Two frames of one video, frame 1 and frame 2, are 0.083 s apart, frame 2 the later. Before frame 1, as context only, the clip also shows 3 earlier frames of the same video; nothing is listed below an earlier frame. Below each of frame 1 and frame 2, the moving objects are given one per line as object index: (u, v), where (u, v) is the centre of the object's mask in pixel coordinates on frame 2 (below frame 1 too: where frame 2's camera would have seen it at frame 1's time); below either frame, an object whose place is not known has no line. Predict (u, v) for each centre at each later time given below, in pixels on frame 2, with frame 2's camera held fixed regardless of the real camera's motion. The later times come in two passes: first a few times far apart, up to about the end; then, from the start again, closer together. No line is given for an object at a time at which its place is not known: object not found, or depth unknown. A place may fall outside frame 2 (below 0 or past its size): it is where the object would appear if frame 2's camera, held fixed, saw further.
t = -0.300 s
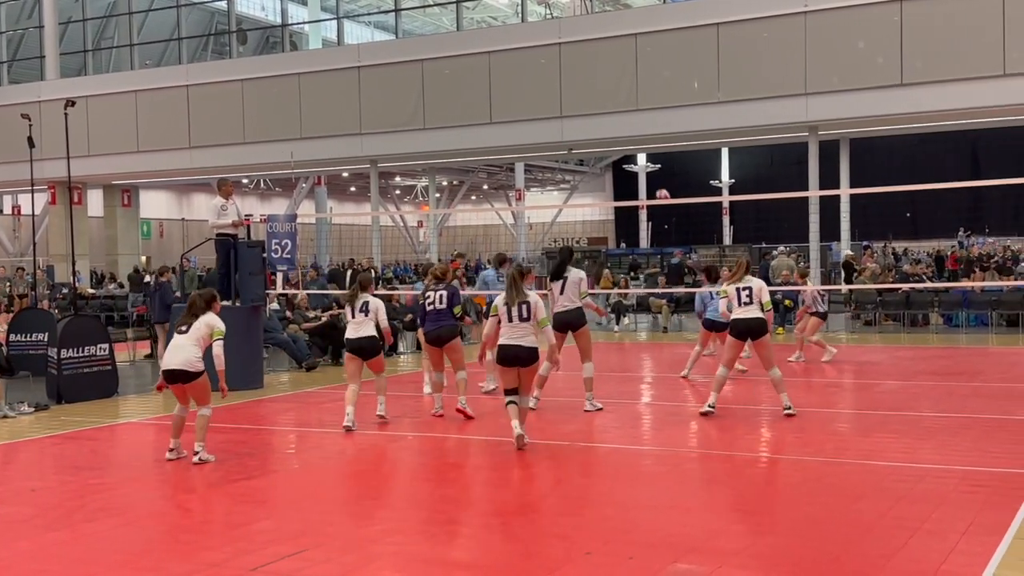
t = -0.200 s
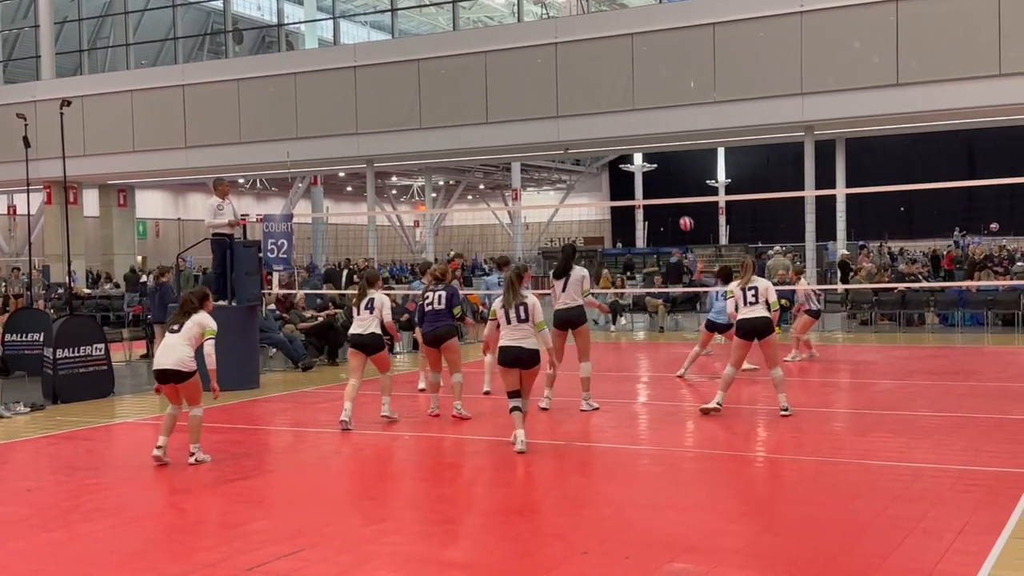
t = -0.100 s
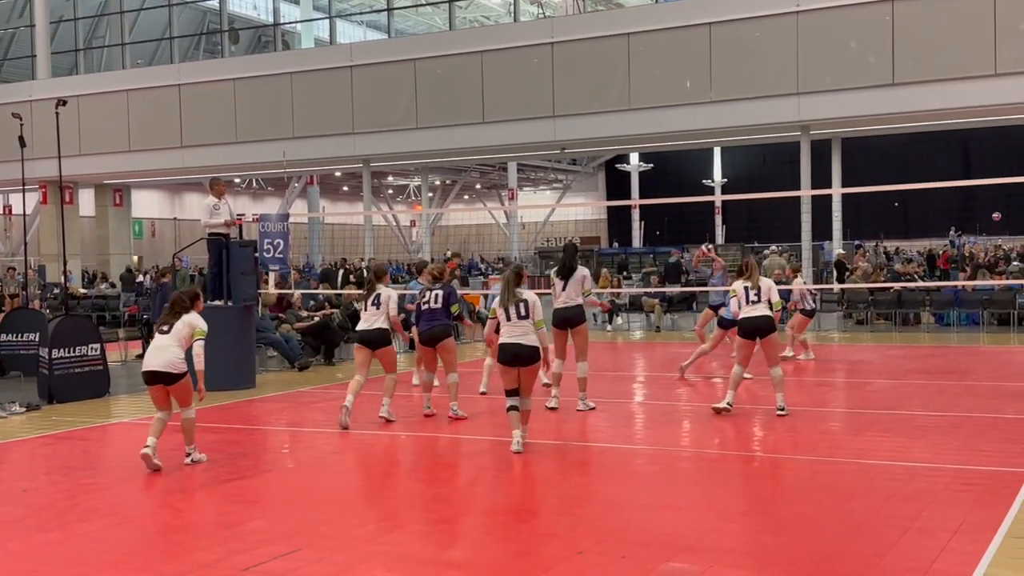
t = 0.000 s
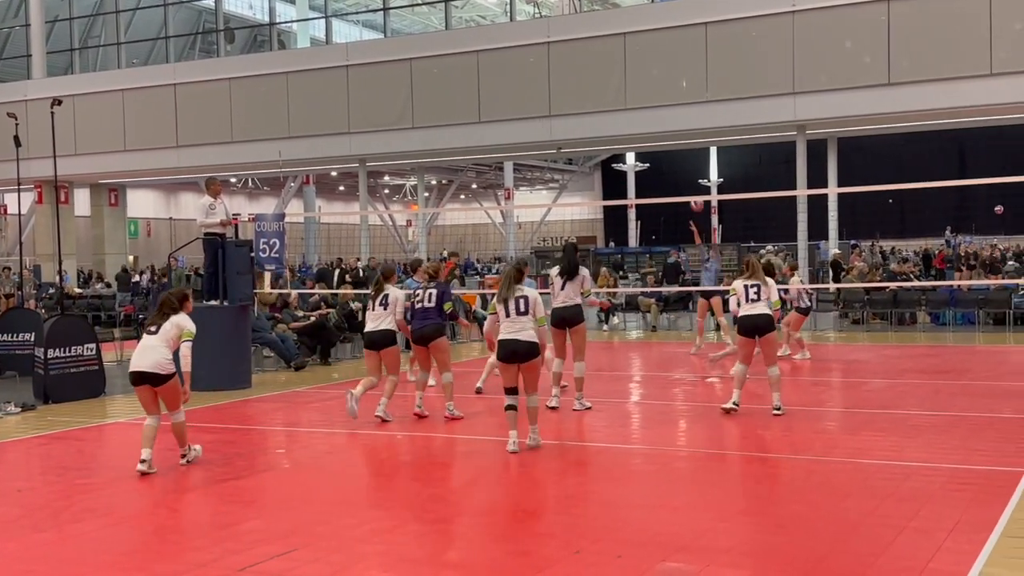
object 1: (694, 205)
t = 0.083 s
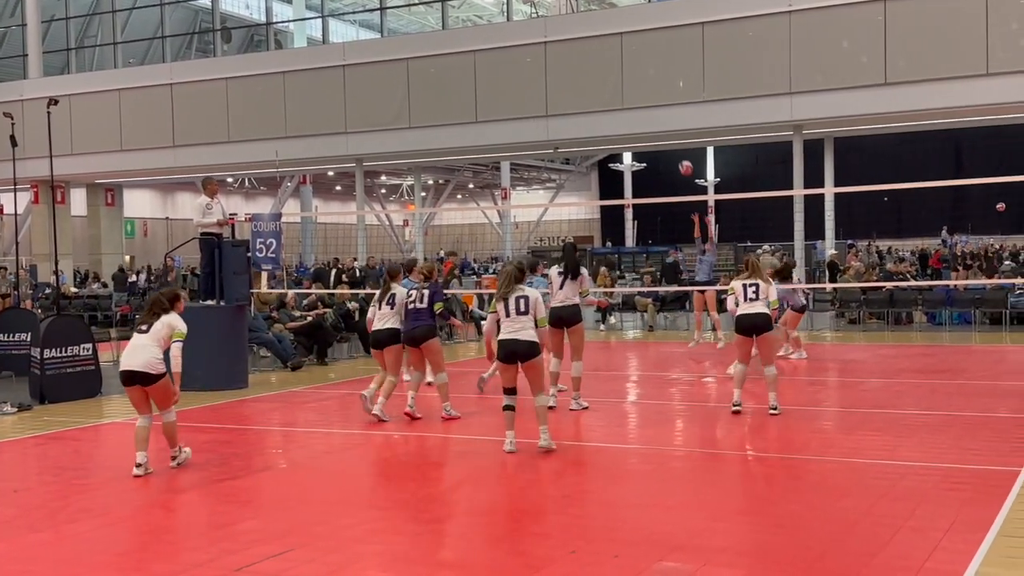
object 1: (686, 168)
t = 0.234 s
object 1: (671, 115)
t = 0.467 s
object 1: (649, 60)
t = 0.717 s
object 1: (628, 41)
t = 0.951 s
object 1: (607, 61)
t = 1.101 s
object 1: (594, 92)
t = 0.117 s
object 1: (682, 155)
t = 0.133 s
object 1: (681, 149)
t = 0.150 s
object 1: (680, 142)
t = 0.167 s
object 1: (678, 136)
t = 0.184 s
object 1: (676, 130)
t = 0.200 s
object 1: (675, 125)
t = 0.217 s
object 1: (673, 120)
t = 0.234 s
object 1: (671, 115)
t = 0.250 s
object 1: (669, 110)
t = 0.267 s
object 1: (668, 105)
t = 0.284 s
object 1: (666, 100)
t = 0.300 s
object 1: (665, 95)
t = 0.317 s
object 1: (663, 91)
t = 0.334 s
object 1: (662, 87)
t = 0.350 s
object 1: (660, 83)
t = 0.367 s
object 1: (659, 79)
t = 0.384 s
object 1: (657, 75)
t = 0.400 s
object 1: (656, 72)
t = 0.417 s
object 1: (654, 69)
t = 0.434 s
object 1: (653, 66)
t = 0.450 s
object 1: (651, 63)
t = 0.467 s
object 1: (649, 60)
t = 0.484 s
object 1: (648, 58)
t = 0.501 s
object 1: (647, 56)
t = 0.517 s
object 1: (646, 54)
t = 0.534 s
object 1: (644, 52)
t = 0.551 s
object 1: (643, 50)
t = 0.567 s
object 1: (641, 48)
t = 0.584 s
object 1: (639, 47)
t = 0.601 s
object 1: (638, 45)
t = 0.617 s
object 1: (637, 44)
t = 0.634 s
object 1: (635, 43)
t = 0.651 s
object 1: (634, 43)
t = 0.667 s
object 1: (632, 42)
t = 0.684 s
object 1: (630, 42)
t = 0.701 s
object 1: (629, 41)
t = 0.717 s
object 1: (628, 41)
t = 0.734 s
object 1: (626, 41)
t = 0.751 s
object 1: (624, 42)
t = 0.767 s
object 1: (623, 42)
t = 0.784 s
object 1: (622, 43)
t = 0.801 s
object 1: (620, 44)
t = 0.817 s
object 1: (619, 45)
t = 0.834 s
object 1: (617, 46)
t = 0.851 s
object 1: (615, 48)
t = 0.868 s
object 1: (614, 50)
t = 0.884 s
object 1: (613, 52)
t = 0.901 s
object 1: (612, 54)
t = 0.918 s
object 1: (610, 56)
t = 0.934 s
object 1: (608, 58)
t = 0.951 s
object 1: (607, 61)
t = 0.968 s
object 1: (605, 63)
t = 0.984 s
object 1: (604, 67)
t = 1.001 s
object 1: (602, 70)
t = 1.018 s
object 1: (600, 73)
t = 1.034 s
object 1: (599, 76)
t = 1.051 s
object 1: (598, 80)
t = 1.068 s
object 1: (597, 84)
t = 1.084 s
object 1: (595, 88)
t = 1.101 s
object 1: (594, 92)
